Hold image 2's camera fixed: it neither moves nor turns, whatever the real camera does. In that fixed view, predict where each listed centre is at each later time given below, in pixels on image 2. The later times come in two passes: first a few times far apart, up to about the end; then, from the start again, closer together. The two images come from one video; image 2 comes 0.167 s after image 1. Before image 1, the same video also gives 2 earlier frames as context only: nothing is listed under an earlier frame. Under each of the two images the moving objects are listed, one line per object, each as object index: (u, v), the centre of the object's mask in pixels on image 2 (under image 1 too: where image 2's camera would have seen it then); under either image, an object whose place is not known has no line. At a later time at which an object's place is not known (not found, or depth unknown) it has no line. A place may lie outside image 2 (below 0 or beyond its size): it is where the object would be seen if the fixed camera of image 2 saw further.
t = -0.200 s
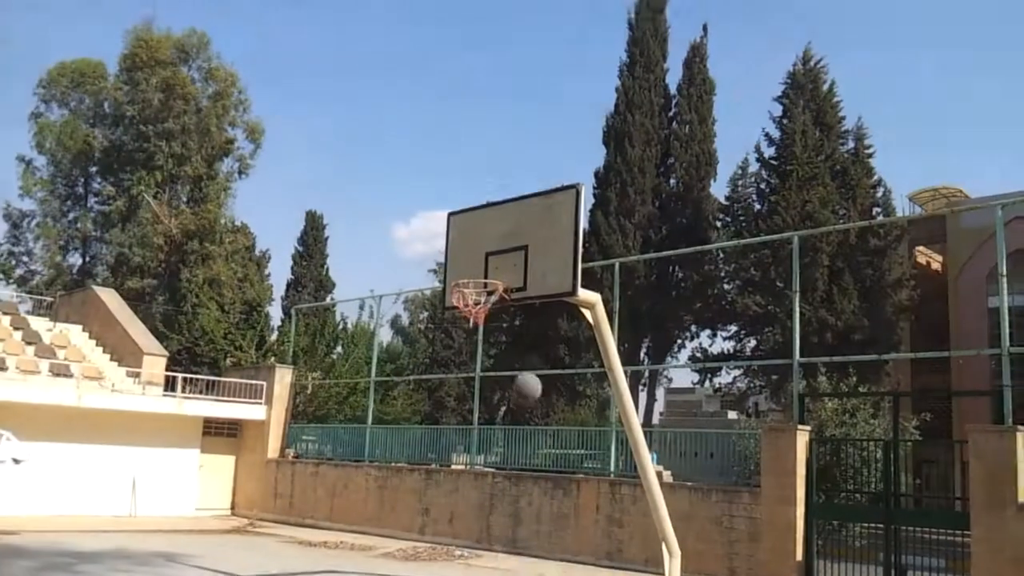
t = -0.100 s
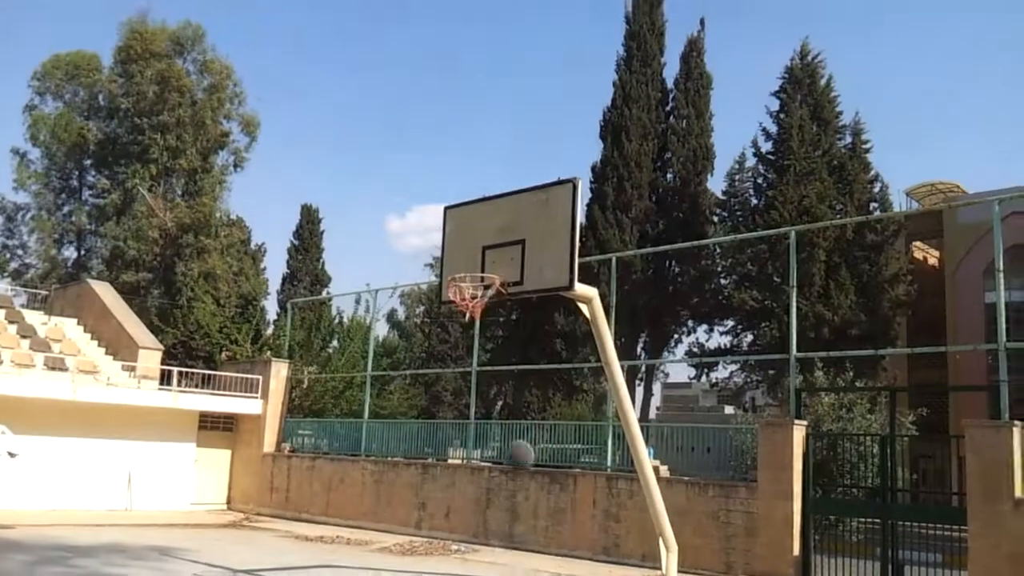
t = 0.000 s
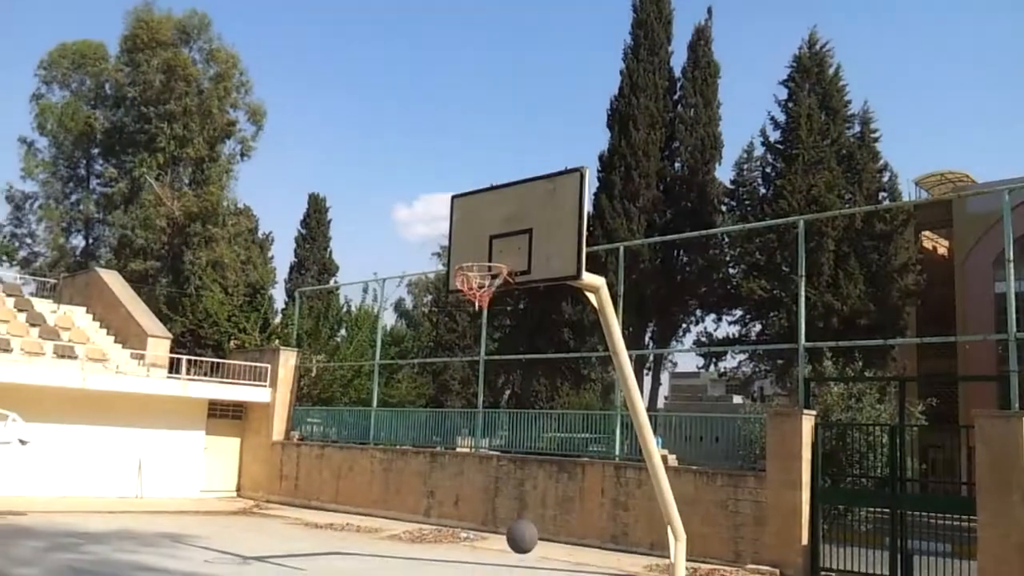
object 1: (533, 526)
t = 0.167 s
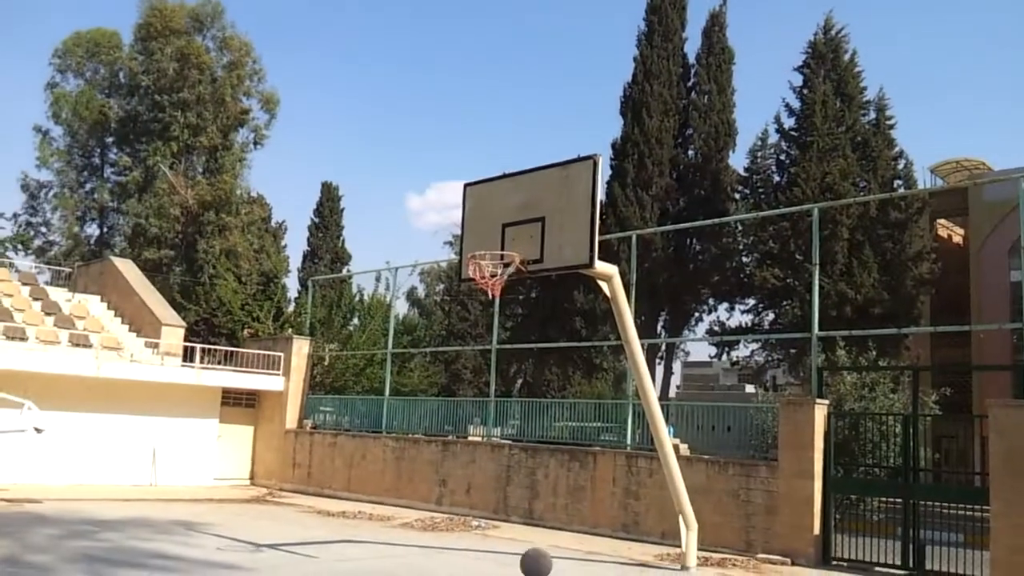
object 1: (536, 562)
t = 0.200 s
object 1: (539, 539)
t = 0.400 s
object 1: (555, 422)
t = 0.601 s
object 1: (570, 362)
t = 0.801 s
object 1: (584, 351)
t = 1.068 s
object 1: (597, 419)
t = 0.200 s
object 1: (539, 539)
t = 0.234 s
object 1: (542, 515)
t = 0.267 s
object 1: (545, 495)
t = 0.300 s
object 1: (545, 475)
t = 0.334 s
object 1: (551, 457)
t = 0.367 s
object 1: (554, 439)
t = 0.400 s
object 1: (555, 422)
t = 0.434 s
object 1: (559, 409)
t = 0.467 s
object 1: (561, 397)
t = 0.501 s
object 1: (564, 385)
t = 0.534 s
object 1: (566, 374)
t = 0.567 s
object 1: (570, 367)
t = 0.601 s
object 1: (570, 362)
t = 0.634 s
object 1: (573, 355)
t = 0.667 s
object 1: (575, 351)
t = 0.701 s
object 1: (577, 349)
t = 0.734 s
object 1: (579, 348)
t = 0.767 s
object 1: (581, 349)
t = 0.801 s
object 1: (584, 351)
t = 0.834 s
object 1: (586, 354)
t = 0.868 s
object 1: (587, 358)
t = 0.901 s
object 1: (589, 363)
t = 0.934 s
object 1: (591, 370)
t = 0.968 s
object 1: (593, 381)
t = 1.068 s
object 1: (597, 419)
